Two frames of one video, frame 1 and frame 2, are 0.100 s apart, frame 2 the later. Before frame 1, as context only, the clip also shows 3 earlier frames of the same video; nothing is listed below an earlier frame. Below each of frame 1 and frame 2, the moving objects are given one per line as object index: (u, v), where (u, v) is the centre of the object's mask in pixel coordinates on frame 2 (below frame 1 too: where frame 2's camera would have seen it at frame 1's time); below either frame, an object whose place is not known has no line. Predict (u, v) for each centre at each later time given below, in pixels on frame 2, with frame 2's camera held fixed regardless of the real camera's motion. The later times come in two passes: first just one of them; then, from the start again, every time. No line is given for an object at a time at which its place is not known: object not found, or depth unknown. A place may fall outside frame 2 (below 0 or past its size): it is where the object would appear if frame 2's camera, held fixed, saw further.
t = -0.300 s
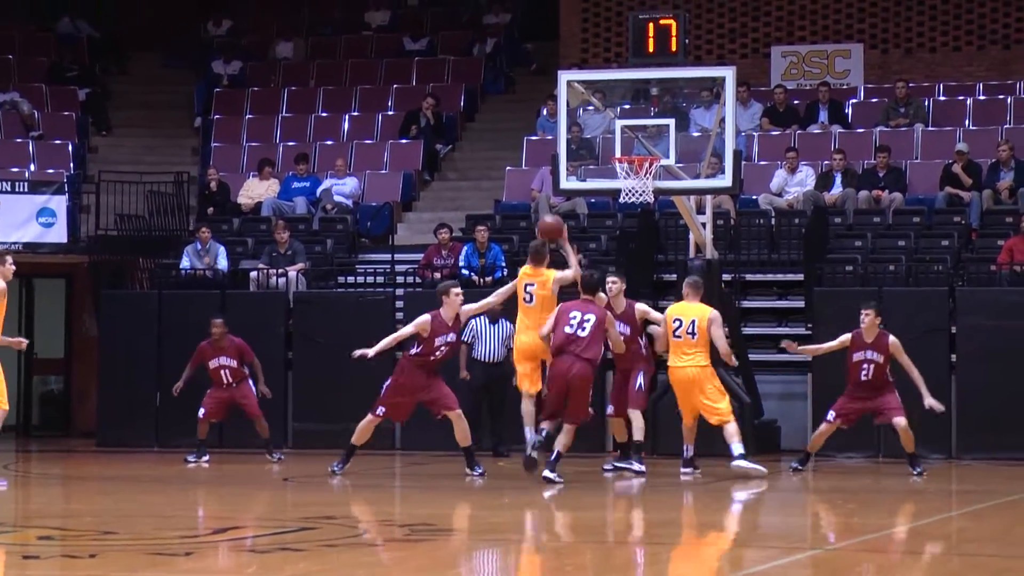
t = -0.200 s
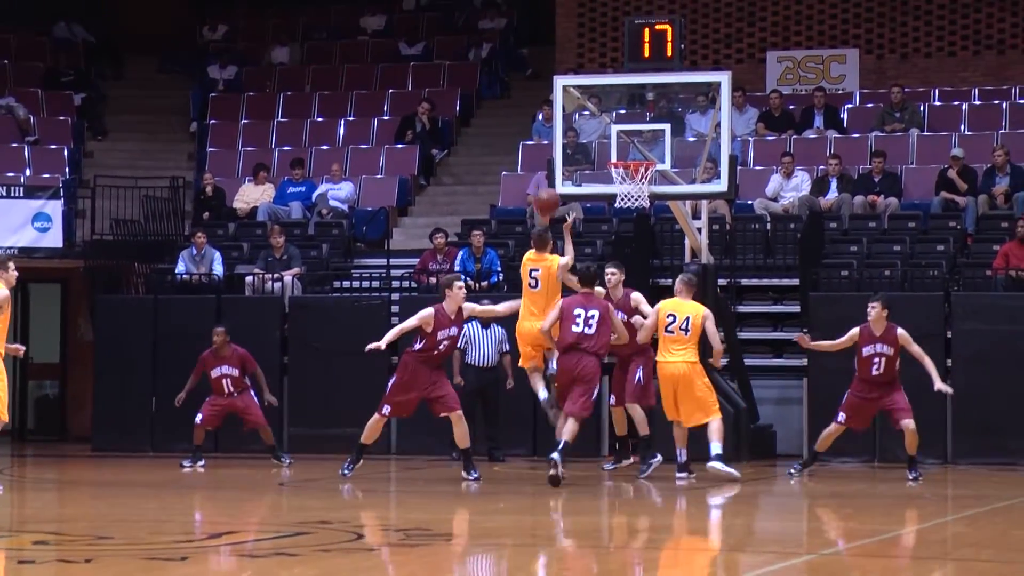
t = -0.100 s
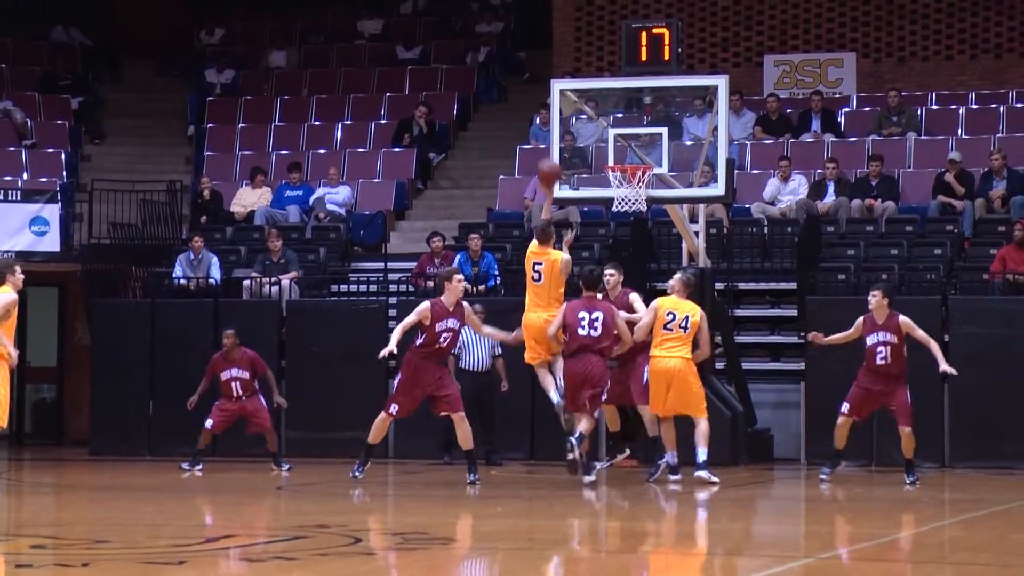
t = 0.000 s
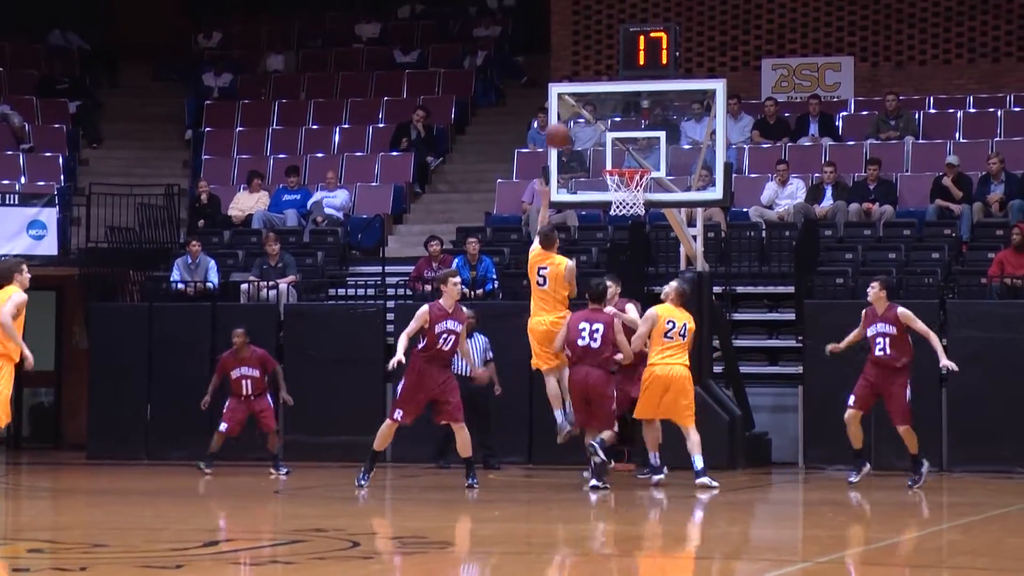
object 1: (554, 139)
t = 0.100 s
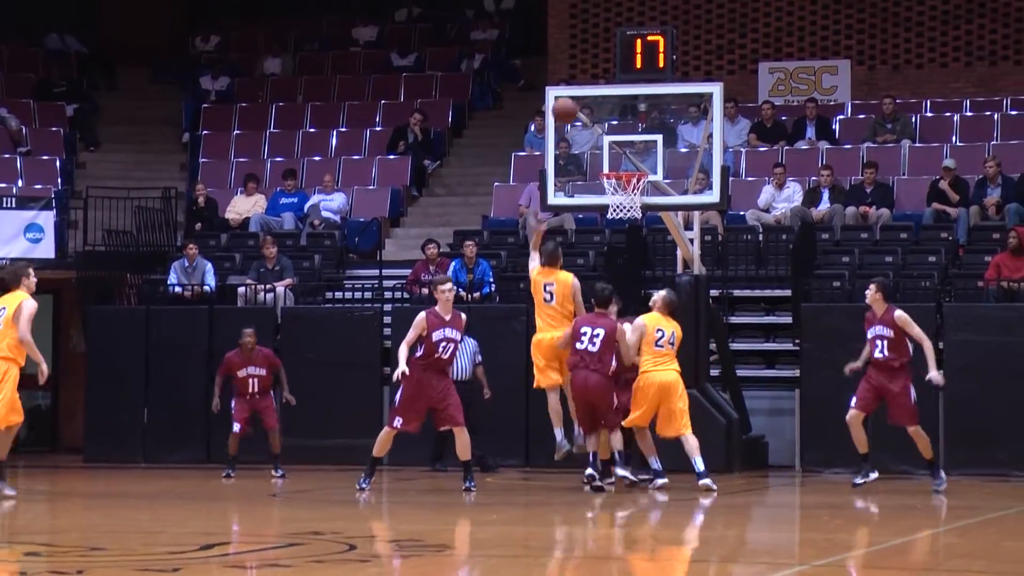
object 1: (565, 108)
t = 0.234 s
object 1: (578, 87)
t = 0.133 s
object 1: (568, 103)
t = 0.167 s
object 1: (571, 97)
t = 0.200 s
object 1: (575, 92)
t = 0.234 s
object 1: (578, 87)
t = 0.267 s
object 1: (582, 85)
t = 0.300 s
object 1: (585, 85)
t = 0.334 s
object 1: (588, 85)
